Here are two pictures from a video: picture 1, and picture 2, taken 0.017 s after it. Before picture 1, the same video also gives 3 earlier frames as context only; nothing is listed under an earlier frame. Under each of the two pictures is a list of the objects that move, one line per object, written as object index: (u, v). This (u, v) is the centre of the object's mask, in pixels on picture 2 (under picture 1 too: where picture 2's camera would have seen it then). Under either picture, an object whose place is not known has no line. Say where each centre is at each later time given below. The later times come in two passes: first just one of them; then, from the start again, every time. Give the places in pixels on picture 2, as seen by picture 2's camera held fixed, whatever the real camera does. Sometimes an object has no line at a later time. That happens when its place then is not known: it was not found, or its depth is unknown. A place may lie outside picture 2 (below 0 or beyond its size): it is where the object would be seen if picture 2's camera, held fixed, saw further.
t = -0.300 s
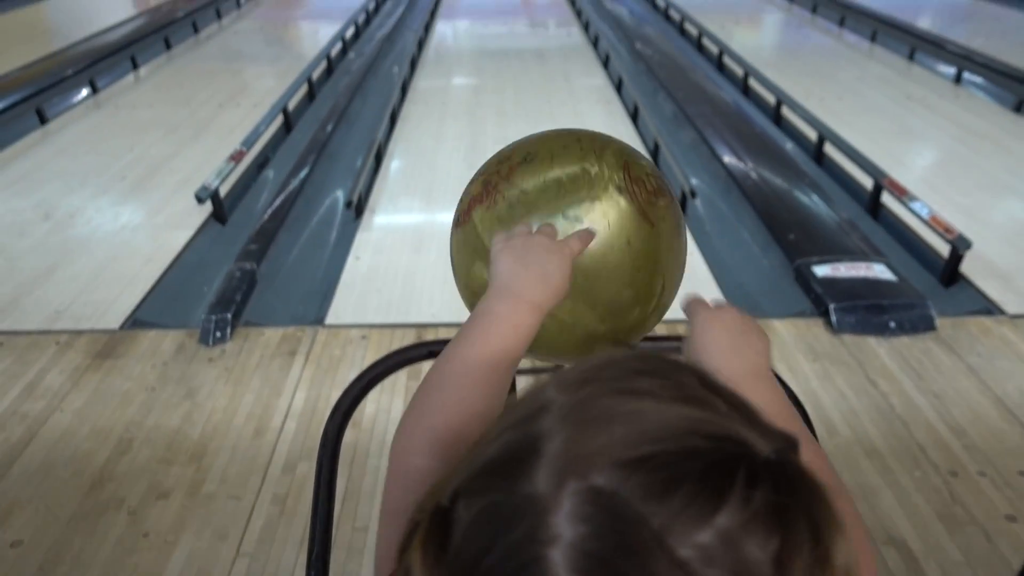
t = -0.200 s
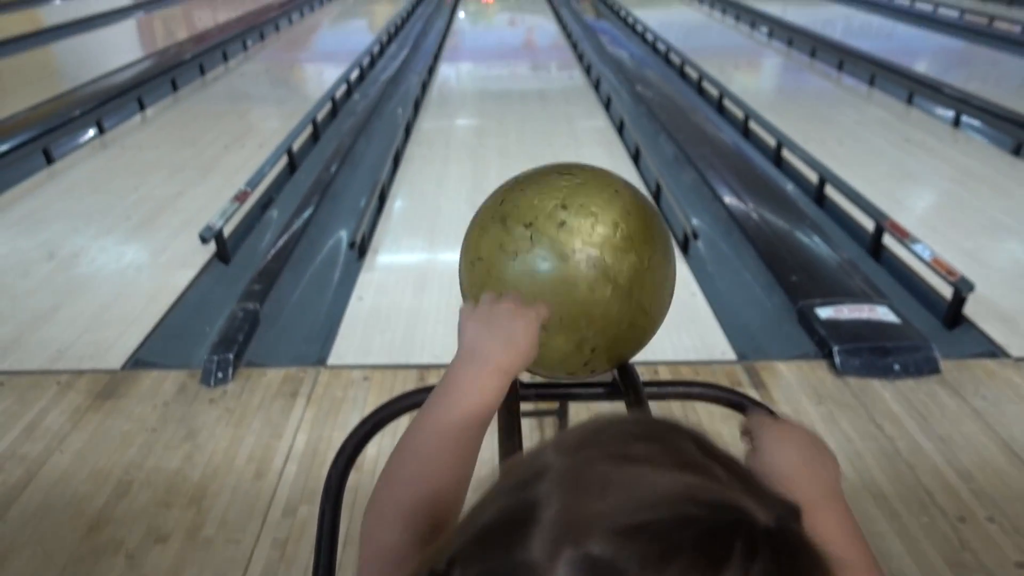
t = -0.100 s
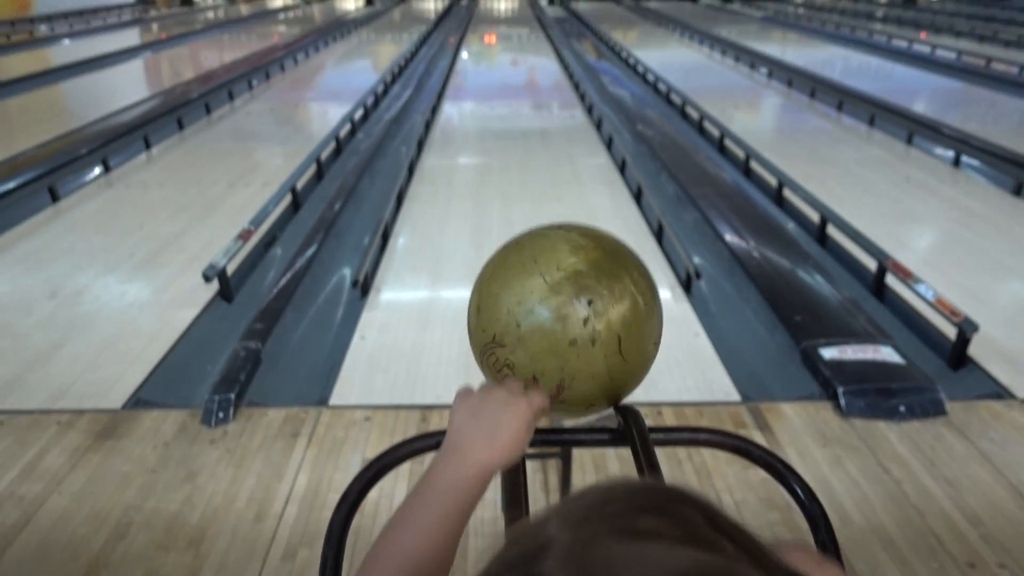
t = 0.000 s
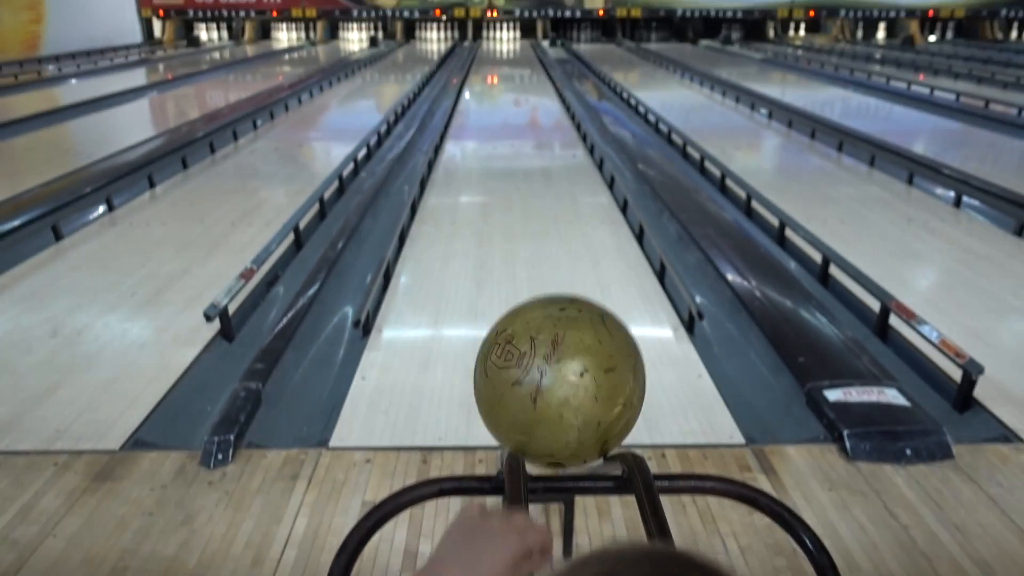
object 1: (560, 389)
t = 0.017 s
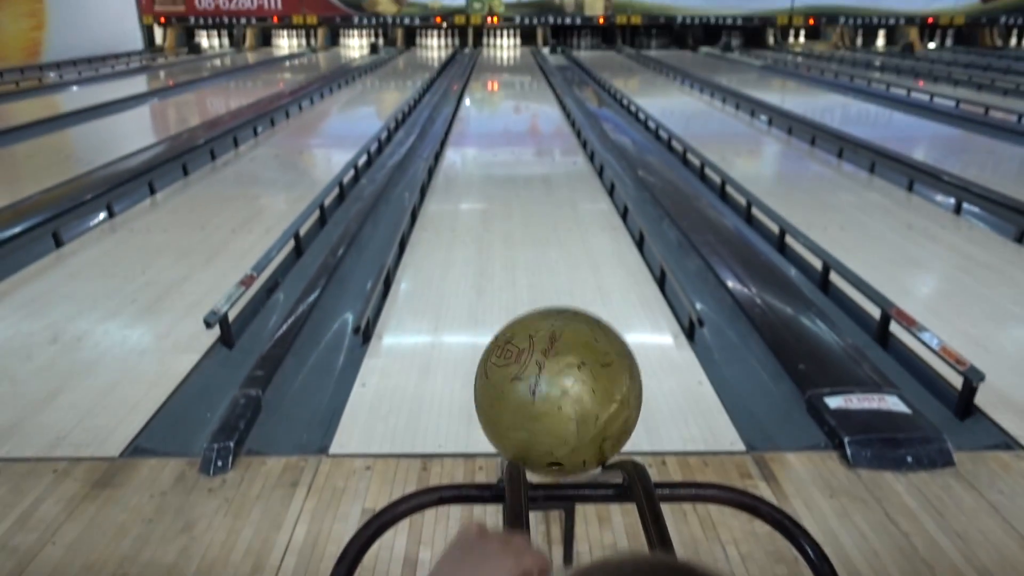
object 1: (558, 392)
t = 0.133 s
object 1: (549, 411)
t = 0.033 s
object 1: (557, 394)
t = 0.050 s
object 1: (555, 397)
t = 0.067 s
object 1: (554, 400)
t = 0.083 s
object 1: (553, 403)
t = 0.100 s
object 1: (551, 405)
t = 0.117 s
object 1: (550, 407)
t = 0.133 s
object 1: (549, 411)
